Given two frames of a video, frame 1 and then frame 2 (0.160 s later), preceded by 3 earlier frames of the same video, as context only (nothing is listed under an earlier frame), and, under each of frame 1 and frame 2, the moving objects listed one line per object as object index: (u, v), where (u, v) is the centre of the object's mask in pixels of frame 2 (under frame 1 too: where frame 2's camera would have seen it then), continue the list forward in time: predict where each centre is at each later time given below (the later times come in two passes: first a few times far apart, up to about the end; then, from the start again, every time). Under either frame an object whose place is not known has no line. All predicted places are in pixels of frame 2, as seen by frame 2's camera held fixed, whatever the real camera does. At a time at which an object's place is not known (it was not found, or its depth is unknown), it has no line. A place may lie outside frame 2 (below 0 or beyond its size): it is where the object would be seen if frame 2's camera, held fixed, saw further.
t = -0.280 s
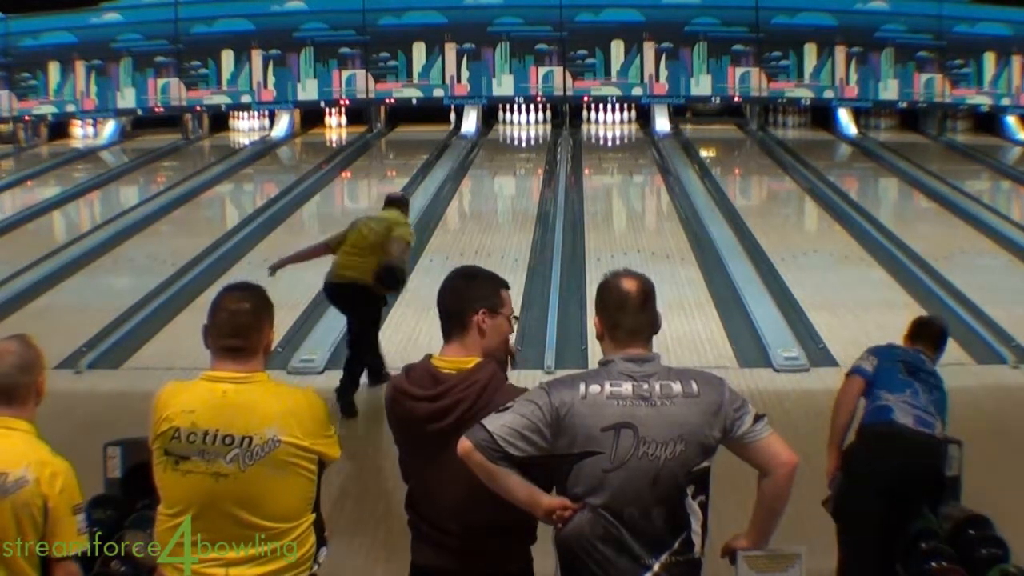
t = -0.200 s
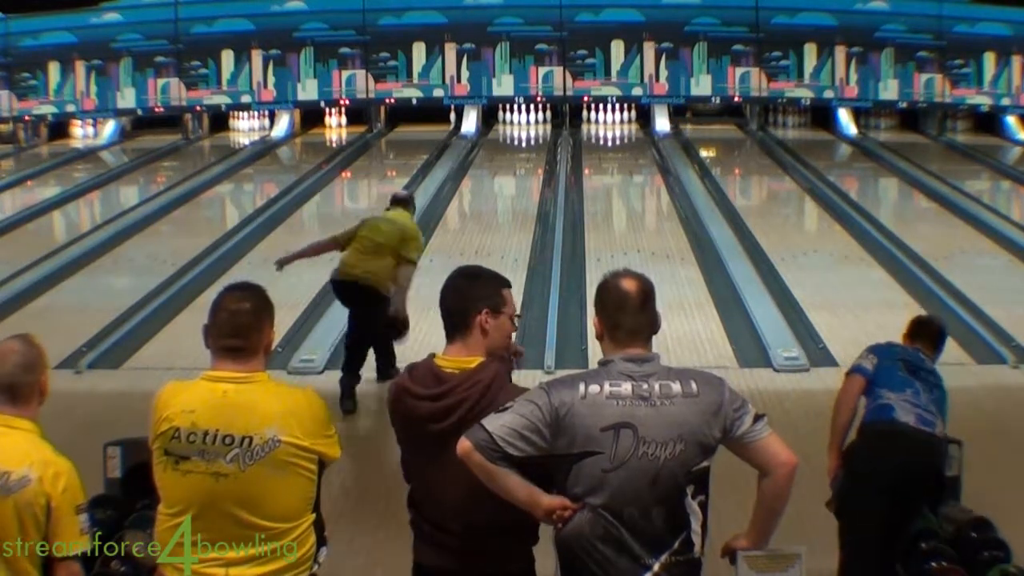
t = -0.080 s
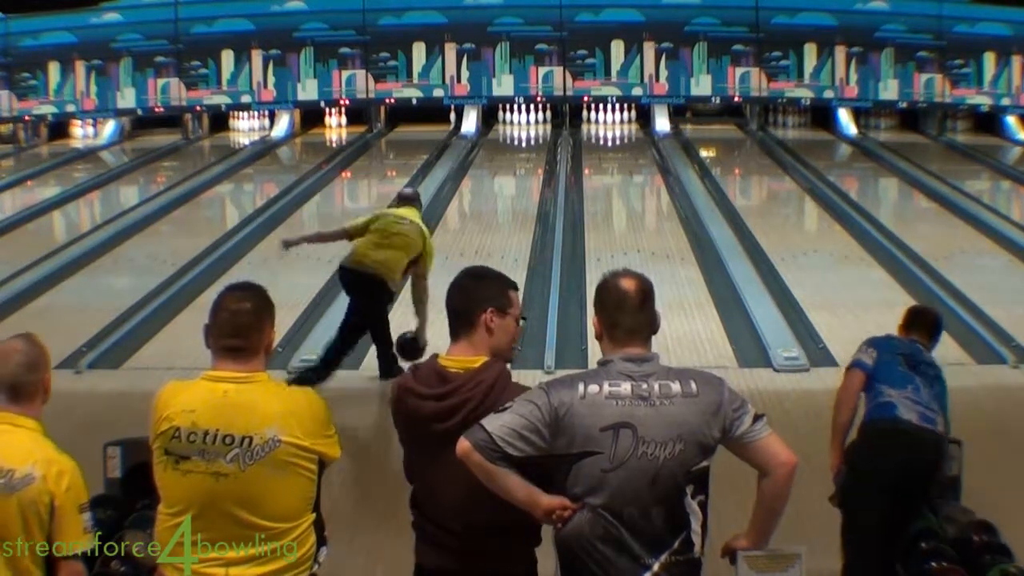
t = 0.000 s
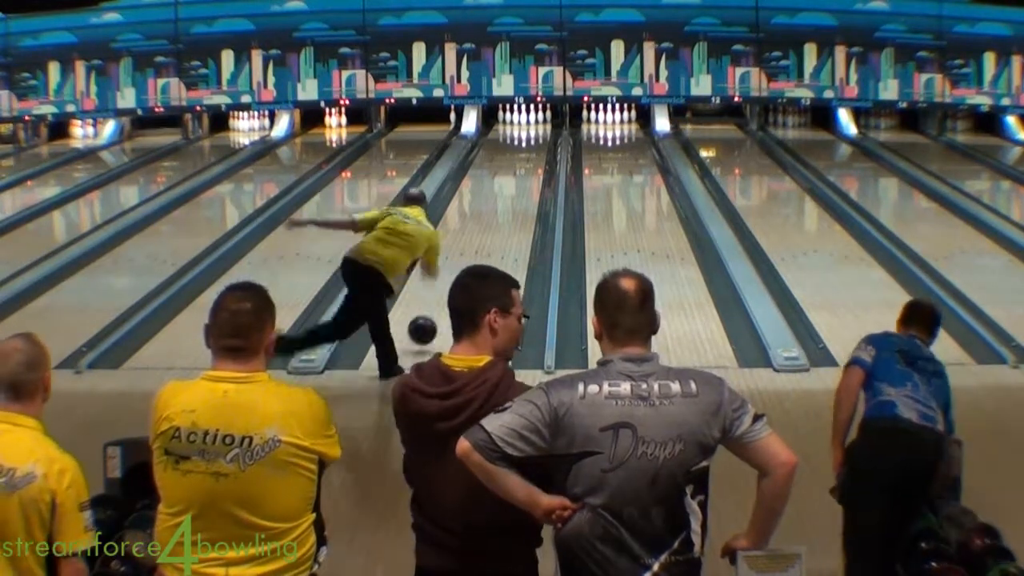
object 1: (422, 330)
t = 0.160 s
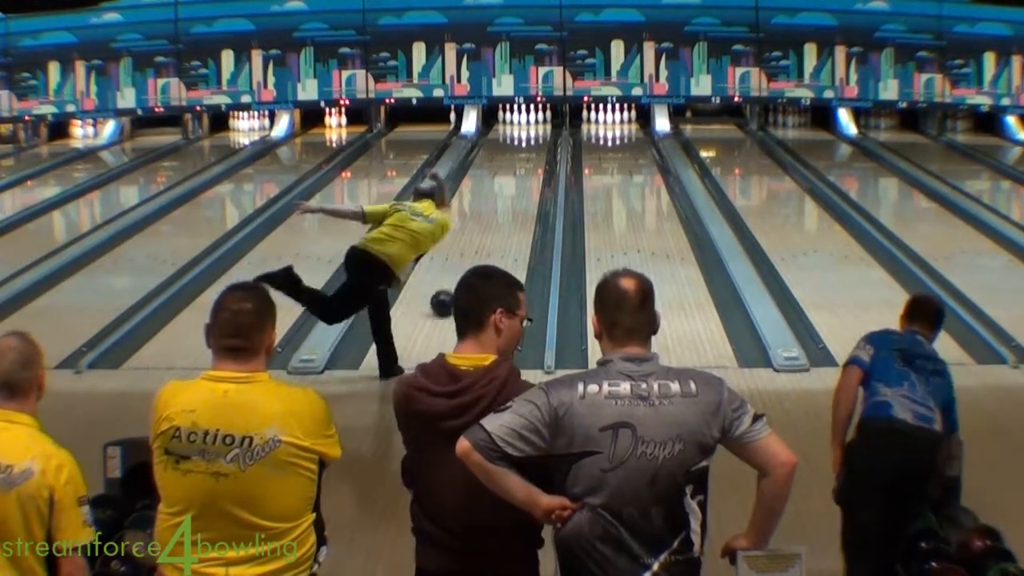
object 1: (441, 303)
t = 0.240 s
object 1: (449, 287)
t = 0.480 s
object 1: (474, 249)
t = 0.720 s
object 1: (491, 220)
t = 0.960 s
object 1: (503, 195)
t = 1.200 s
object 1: (514, 177)
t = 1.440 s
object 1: (521, 161)
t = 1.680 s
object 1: (527, 148)
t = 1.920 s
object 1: (531, 137)
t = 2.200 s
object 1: (530, 127)
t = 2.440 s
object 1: (528, 120)
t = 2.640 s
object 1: (530, 117)
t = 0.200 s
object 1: (445, 295)
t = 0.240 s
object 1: (449, 287)
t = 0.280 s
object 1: (453, 279)
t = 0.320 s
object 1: (457, 271)
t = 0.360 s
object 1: (462, 266)
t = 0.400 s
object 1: (467, 260)
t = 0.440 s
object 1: (472, 254)
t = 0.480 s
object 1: (474, 249)
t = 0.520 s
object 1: (477, 244)
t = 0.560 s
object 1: (480, 239)
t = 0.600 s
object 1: (483, 234)
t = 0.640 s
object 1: (486, 229)
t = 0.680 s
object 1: (488, 224)
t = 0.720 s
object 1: (491, 220)
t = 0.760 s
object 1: (493, 216)
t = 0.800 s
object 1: (496, 211)
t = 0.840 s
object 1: (498, 207)
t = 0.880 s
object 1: (500, 203)
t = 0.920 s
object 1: (501, 198)
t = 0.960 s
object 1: (503, 195)
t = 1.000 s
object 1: (505, 192)
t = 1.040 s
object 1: (508, 189)
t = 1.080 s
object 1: (509, 186)
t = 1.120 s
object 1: (511, 182)
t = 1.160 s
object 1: (512, 179)
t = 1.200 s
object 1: (514, 177)
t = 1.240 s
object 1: (515, 174)
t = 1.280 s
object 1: (516, 171)
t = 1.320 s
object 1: (518, 169)
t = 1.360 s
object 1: (519, 166)
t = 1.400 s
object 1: (520, 164)
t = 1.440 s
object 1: (521, 161)
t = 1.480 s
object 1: (523, 158)
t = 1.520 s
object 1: (524, 156)
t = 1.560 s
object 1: (525, 155)
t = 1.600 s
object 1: (526, 153)
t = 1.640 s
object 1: (527, 150)
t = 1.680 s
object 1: (527, 148)
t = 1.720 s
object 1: (528, 146)
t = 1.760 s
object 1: (529, 145)
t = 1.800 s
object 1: (529, 143)
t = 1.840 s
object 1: (530, 141)
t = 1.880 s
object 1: (531, 139)
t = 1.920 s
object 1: (531, 137)
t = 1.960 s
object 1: (531, 136)
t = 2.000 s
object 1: (531, 134)
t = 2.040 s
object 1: (531, 133)
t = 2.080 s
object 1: (531, 131)
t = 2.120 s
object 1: (531, 130)
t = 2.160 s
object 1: (530, 128)
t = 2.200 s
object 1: (530, 127)
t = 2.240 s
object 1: (530, 125)
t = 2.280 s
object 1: (530, 125)
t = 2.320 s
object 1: (529, 123)
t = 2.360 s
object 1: (528, 122)
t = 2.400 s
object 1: (528, 121)
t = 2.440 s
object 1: (528, 120)
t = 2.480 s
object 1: (528, 119)
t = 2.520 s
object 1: (528, 118)
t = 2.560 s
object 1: (528, 118)
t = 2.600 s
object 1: (530, 118)
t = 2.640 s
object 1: (530, 117)
